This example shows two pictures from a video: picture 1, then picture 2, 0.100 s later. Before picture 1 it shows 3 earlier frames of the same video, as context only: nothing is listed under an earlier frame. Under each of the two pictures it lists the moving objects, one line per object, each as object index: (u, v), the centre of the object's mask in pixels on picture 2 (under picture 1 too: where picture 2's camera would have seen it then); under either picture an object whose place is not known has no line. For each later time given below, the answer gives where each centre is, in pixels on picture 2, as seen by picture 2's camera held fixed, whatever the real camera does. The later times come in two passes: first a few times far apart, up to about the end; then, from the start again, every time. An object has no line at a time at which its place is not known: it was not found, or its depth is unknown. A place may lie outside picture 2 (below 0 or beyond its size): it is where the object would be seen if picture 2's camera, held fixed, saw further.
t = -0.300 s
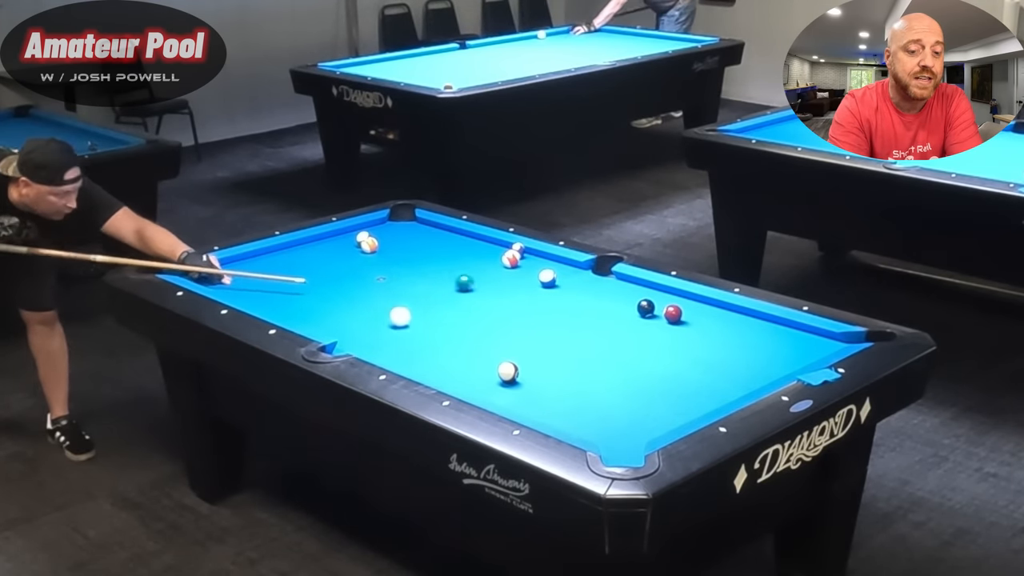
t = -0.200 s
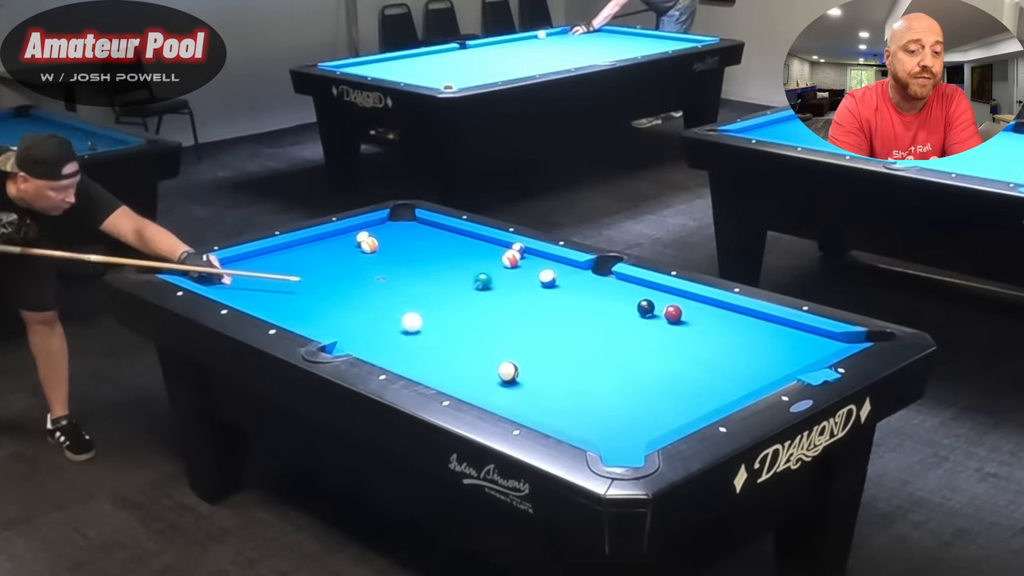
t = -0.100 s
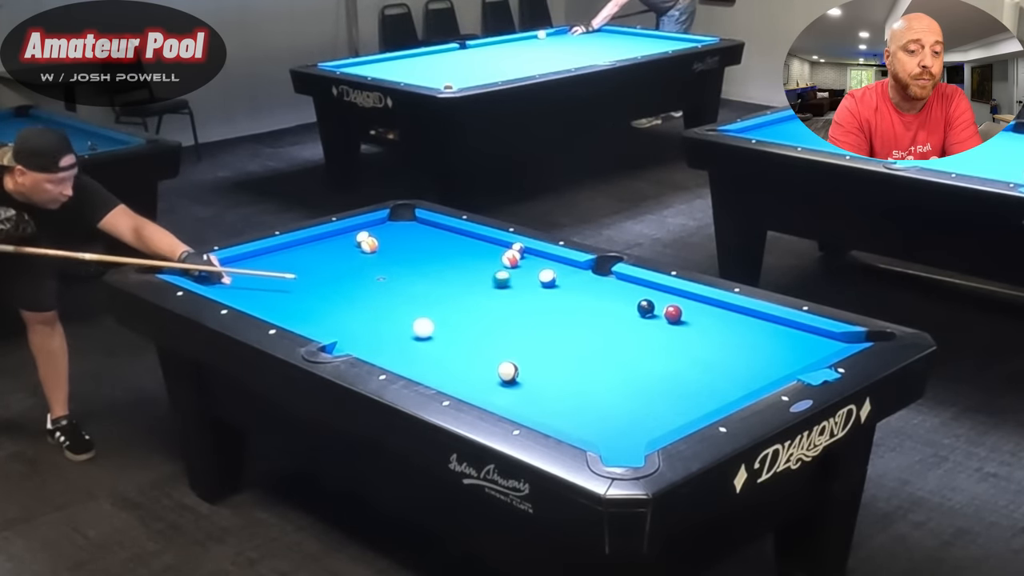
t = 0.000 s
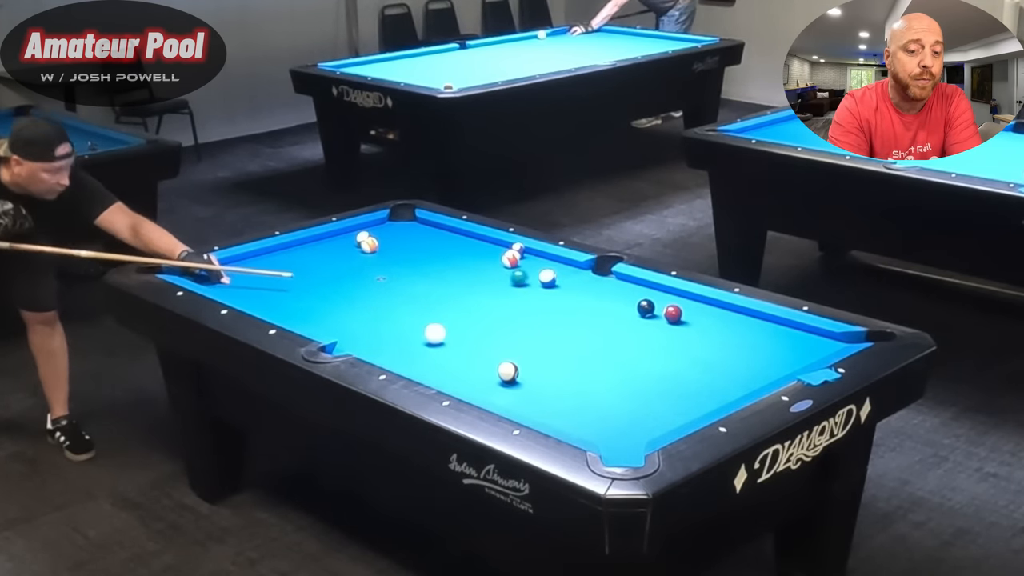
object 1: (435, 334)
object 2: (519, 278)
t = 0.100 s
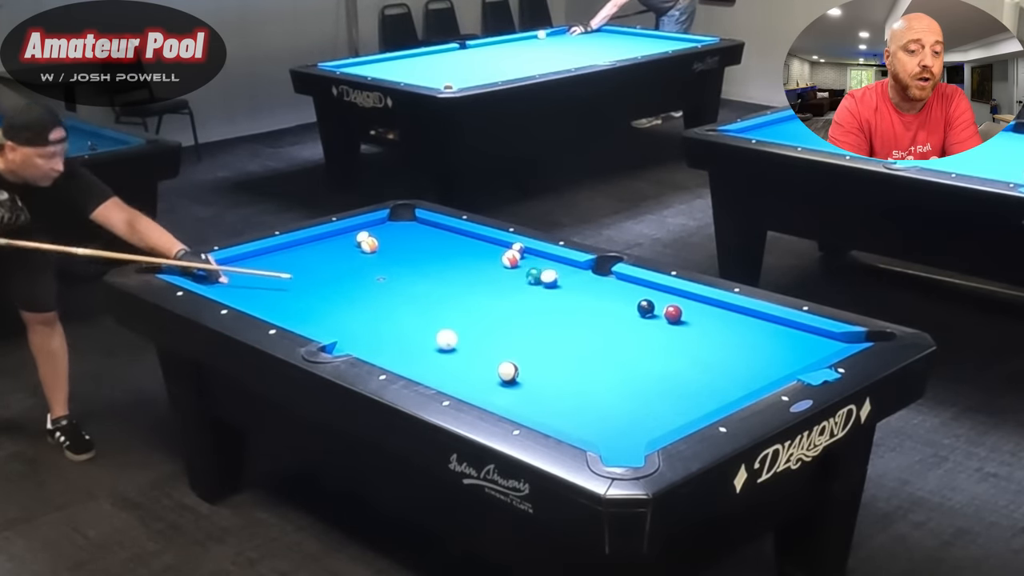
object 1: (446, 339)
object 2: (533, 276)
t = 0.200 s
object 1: (458, 345)
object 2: (543, 272)
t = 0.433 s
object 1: (486, 359)
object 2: (564, 266)
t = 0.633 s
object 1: (501, 365)
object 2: (565, 266)
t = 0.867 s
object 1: (511, 368)
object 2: (553, 270)
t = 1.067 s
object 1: (517, 369)
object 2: (543, 273)
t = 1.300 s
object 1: (524, 371)
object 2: (533, 277)
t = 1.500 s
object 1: (529, 372)
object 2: (523, 279)
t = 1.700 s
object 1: (532, 373)
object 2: (515, 282)
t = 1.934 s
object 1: (536, 373)
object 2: (506, 285)
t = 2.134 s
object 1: (538, 374)
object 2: (499, 287)
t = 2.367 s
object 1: (539, 374)
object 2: (492, 290)
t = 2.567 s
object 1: (539, 374)
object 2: (486, 290)
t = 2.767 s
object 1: (539, 374)
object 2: (481, 292)
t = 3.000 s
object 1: (539, 374)
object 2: (476, 294)
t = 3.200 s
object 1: (539, 374)
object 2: (473, 295)
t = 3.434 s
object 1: (539, 374)
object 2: (470, 295)
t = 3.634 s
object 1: (539, 374)
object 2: (469, 296)
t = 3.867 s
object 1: (539, 374)
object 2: (468, 296)
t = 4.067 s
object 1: (539, 374)
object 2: (468, 296)
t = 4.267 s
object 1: (539, 374)
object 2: (468, 296)
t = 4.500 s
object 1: (539, 374)
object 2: (468, 296)
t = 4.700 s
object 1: (539, 374)
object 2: (468, 296)
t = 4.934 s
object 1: (539, 374)
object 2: (468, 296)
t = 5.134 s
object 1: (539, 374)
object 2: (468, 296)
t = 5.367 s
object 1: (539, 374)
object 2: (468, 296)
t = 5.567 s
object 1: (539, 374)
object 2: (468, 296)
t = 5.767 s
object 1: (539, 374)
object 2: (468, 296)
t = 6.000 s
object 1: (539, 374)
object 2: (468, 296)
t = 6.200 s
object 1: (539, 374)
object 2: (468, 296)
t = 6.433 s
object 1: (539, 374)
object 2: (468, 296)
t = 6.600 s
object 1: (539, 374)
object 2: (468, 296)
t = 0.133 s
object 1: (450, 341)
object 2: (536, 275)
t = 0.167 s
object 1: (454, 343)
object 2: (539, 273)
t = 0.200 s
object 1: (458, 345)
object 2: (543, 272)
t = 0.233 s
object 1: (462, 347)
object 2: (546, 271)
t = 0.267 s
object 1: (466, 349)
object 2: (549, 270)
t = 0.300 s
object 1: (470, 351)
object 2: (552, 270)
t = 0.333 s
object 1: (474, 353)
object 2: (555, 269)
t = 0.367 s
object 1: (478, 355)
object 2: (558, 268)
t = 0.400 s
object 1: (482, 357)
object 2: (561, 267)
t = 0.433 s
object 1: (486, 359)
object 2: (564, 266)
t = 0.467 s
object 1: (490, 361)
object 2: (566, 265)
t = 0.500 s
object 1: (493, 362)
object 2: (569, 265)
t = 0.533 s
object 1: (496, 363)
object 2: (570, 265)
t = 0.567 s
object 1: (498, 364)
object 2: (569, 265)
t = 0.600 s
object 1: (499, 365)
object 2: (567, 265)
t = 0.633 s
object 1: (501, 365)
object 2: (565, 266)
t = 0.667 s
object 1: (503, 366)
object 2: (564, 266)
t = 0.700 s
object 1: (504, 366)
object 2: (562, 267)
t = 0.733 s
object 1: (506, 367)
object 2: (560, 268)
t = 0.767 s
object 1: (507, 367)
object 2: (558, 269)
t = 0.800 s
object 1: (508, 367)
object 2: (557, 269)
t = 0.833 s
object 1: (510, 368)
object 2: (555, 270)
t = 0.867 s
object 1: (511, 368)
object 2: (553, 270)
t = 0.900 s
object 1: (512, 368)
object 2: (552, 271)
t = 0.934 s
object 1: (513, 368)
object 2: (550, 271)
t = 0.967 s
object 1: (514, 368)
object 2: (549, 271)
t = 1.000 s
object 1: (515, 369)
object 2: (547, 272)
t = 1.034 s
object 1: (516, 369)
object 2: (545, 272)
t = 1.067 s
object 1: (517, 369)
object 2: (543, 273)
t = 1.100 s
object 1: (519, 370)
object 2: (542, 274)
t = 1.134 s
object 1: (520, 370)
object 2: (541, 275)
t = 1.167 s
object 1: (520, 370)
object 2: (539, 275)
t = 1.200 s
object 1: (521, 370)
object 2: (537, 276)
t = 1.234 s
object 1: (522, 371)
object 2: (536, 276)
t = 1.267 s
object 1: (523, 371)
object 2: (534, 277)
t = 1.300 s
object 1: (524, 371)
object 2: (533, 277)
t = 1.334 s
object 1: (525, 371)
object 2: (531, 278)
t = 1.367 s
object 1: (526, 371)
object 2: (530, 278)
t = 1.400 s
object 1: (527, 372)
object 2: (528, 278)
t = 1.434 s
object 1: (527, 372)
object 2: (527, 278)
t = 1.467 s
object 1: (528, 372)
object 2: (525, 279)
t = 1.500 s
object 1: (529, 372)
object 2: (523, 279)
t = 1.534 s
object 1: (529, 372)
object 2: (522, 280)
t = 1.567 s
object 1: (530, 372)
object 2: (521, 280)
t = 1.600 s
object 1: (531, 373)
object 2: (519, 281)
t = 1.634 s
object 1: (531, 373)
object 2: (518, 282)
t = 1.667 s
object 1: (532, 373)
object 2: (516, 282)
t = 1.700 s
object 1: (532, 373)
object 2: (515, 282)
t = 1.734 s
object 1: (533, 373)
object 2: (514, 283)
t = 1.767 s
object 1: (533, 373)
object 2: (513, 283)
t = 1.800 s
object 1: (534, 373)
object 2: (511, 283)
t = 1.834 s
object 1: (534, 373)
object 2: (510, 284)
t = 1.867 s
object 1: (535, 373)
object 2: (509, 284)
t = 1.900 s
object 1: (535, 373)
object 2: (508, 284)
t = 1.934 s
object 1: (536, 373)
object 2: (506, 285)
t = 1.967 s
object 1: (536, 374)
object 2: (505, 285)
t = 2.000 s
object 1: (537, 374)
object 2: (504, 285)
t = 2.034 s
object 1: (537, 374)
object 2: (502, 286)
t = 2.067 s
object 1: (537, 374)
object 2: (501, 286)
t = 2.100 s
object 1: (538, 374)
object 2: (500, 287)
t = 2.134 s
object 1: (538, 374)
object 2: (499, 287)
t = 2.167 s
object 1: (538, 374)
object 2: (498, 288)
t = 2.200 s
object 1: (538, 374)
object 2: (497, 288)
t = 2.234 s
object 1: (538, 374)
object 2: (496, 288)
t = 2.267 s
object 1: (539, 374)
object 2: (495, 289)
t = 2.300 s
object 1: (539, 374)
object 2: (494, 289)
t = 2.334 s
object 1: (539, 374)
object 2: (493, 289)
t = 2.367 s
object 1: (539, 374)
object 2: (492, 290)
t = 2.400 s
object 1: (539, 374)
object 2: (491, 290)
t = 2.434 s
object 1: (539, 374)
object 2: (490, 290)
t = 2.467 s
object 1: (539, 374)
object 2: (489, 290)
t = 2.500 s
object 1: (539, 374)
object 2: (488, 290)
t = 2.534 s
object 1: (539, 374)
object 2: (487, 290)
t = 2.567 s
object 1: (539, 374)
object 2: (486, 290)
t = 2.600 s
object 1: (539, 374)
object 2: (485, 291)
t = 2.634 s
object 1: (539, 374)
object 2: (484, 291)
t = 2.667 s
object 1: (539, 374)
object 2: (483, 291)
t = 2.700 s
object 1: (539, 374)
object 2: (483, 292)
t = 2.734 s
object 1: (539, 374)
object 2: (482, 292)
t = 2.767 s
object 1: (539, 374)
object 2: (481, 292)
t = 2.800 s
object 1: (539, 374)
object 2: (480, 292)
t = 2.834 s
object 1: (539, 374)
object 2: (479, 292)
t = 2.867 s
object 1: (539, 374)
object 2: (479, 293)
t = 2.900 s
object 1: (539, 374)
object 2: (478, 293)
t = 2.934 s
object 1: (539, 374)
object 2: (477, 293)
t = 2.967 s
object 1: (539, 374)
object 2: (476, 293)
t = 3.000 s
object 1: (539, 374)
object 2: (476, 294)
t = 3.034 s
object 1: (539, 374)
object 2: (475, 294)
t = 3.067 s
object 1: (539, 374)
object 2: (475, 294)
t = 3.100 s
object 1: (539, 374)
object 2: (474, 294)
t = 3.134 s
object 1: (539, 374)
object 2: (474, 294)
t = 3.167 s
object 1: (539, 374)
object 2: (473, 295)
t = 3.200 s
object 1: (539, 374)
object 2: (473, 295)
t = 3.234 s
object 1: (539, 374)
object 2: (472, 295)
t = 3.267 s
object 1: (539, 374)
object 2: (472, 295)
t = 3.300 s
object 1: (539, 374)
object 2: (472, 295)
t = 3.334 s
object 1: (539, 374)
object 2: (471, 295)
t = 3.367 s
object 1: (539, 374)
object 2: (471, 295)
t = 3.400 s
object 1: (539, 374)
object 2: (471, 295)
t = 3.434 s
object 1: (539, 374)
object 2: (470, 295)
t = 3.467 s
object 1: (539, 374)
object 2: (470, 296)
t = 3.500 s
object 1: (539, 374)
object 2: (470, 296)
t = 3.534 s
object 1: (539, 374)
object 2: (470, 296)
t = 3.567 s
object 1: (539, 374)
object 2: (469, 296)
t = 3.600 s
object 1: (539, 374)
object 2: (469, 296)
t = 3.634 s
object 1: (539, 374)
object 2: (469, 296)
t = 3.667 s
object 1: (539, 374)
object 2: (469, 296)
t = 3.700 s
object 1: (539, 374)
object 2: (469, 296)
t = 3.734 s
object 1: (539, 374)
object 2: (469, 296)
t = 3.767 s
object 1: (539, 374)
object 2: (469, 296)
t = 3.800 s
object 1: (539, 374)
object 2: (469, 296)
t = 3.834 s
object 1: (539, 374)
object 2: (468, 296)
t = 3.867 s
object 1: (539, 374)
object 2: (468, 296)
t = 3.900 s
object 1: (539, 374)
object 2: (468, 296)
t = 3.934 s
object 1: (539, 374)
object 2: (468, 296)
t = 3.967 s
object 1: (539, 374)
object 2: (468, 296)
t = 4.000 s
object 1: (539, 374)
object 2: (468, 296)
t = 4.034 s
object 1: (539, 374)
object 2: (468, 296)
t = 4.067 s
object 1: (539, 374)
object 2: (468, 296)
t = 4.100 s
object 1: (539, 374)
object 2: (468, 296)
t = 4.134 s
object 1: (539, 374)
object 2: (468, 296)
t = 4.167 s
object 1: (539, 374)
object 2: (468, 296)
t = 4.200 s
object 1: (539, 374)
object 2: (468, 296)
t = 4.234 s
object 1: (539, 374)
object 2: (468, 296)
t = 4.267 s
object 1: (539, 374)
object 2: (468, 296)
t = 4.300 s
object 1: (539, 374)
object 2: (468, 296)
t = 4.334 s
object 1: (539, 374)
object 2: (468, 296)
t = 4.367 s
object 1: (539, 374)
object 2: (468, 296)
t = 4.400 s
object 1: (539, 374)
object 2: (468, 296)
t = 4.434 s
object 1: (539, 374)
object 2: (468, 296)
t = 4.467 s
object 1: (539, 374)
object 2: (468, 296)
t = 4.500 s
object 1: (539, 374)
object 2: (468, 296)
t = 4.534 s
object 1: (539, 374)
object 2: (468, 296)
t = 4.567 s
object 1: (539, 374)
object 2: (468, 296)
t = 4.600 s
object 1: (539, 374)
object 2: (468, 296)
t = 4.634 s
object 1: (539, 374)
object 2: (468, 296)
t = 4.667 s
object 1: (539, 374)
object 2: (468, 296)
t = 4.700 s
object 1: (539, 374)
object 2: (468, 296)
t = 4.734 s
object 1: (539, 374)
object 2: (468, 296)
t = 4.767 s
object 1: (539, 374)
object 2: (468, 296)
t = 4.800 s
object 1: (539, 374)
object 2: (468, 296)
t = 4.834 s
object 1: (539, 374)
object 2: (468, 296)
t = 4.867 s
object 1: (539, 374)
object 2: (468, 296)
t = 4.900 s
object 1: (539, 374)
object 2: (468, 296)
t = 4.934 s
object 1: (539, 374)
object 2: (468, 296)
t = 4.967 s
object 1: (539, 374)
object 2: (468, 296)
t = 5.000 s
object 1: (539, 374)
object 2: (468, 296)
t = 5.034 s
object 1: (539, 374)
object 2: (468, 296)
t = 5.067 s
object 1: (539, 374)
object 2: (468, 296)
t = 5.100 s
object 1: (539, 374)
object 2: (468, 296)
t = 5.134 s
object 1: (539, 374)
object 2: (468, 296)
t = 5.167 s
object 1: (539, 374)
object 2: (468, 296)
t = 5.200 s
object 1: (539, 374)
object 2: (468, 296)
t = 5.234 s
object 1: (539, 374)
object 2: (468, 296)
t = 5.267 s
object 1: (539, 374)
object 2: (468, 296)
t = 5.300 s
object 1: (539, 374)
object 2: (468, 296)
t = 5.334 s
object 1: (539, 374)
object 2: (468, 296)
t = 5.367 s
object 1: (539, 374)
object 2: (468, 296)
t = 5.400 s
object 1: (539, 374)
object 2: (468, 296)
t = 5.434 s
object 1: (539, 374)
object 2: (468, 296)
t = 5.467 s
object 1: (539, 374)
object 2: (468, 296)
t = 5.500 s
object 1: (539, 374)
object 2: (468, 296)
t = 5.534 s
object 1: (539, 374)
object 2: (468, 296)
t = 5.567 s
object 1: (539, 374)
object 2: (468, 296)
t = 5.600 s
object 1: (539, 374)
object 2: (468, 296)
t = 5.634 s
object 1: (539, 374)
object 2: (468, 296)
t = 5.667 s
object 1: (539, 374)
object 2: (468, 296)
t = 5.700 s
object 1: (539, 374)
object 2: (468, 296)
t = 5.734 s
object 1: (539, 374)
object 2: (468, 296)
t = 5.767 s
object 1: (539, 374)
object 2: (468, 296)
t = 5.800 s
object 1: (539, 374)
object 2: (468, 296)
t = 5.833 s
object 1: (539, 374)
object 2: (468, 296)
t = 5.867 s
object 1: (539, 374)
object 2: (468, 296)
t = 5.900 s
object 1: (539, 374)
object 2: (468, 296)
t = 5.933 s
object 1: (539, 374)
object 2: (468, 296)
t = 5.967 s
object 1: (539, 374)
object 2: (468, 296)
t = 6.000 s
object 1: (539, 374)
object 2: (468, 296)
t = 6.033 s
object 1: (539, 374)
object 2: (468, 296)
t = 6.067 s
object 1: (539, 374)
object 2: (468, 296)
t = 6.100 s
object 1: (539, 374)
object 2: (468, 296)
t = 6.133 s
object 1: (539, 374)
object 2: (468, 296)
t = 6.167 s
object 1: (539, 374)
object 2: (468, 296)
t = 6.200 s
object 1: (539, 374)
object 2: (468, 296)
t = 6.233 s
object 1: (539, 374)
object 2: (468, 296)
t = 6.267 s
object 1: (539, 374)
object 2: (468, 296)
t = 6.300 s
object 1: (539, 374)
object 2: (468, 296)
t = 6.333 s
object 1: (539, 374)
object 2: (468, 296)
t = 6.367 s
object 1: (539, 374)
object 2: (468, 296)
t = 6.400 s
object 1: (539, 374)
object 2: (468, 296)
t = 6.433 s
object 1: (539, 374)
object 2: (468, 296)
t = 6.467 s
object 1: (539, 374)
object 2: (468, 296)
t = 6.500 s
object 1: (539, 374)
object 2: (468, 296)
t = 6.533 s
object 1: (539, 374)
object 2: (468, 296)
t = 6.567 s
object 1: (539, 374)
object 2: (468, 296)
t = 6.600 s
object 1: (539, 374)
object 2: (468, 296)
